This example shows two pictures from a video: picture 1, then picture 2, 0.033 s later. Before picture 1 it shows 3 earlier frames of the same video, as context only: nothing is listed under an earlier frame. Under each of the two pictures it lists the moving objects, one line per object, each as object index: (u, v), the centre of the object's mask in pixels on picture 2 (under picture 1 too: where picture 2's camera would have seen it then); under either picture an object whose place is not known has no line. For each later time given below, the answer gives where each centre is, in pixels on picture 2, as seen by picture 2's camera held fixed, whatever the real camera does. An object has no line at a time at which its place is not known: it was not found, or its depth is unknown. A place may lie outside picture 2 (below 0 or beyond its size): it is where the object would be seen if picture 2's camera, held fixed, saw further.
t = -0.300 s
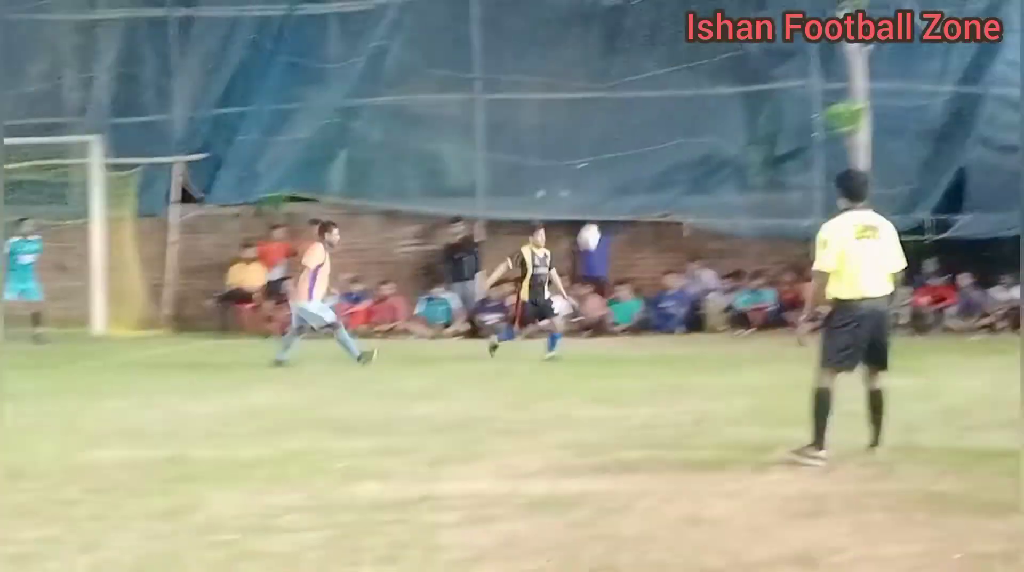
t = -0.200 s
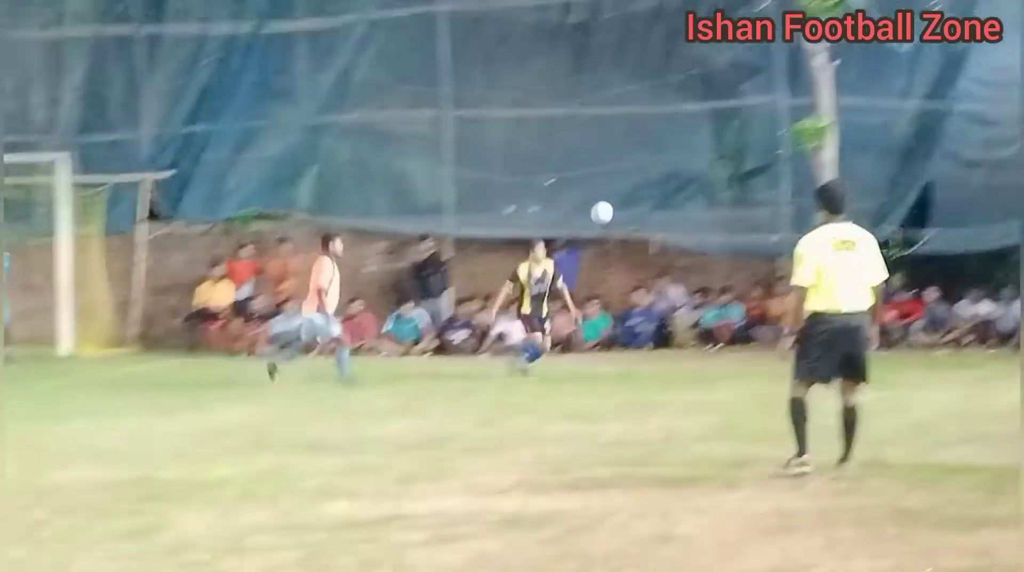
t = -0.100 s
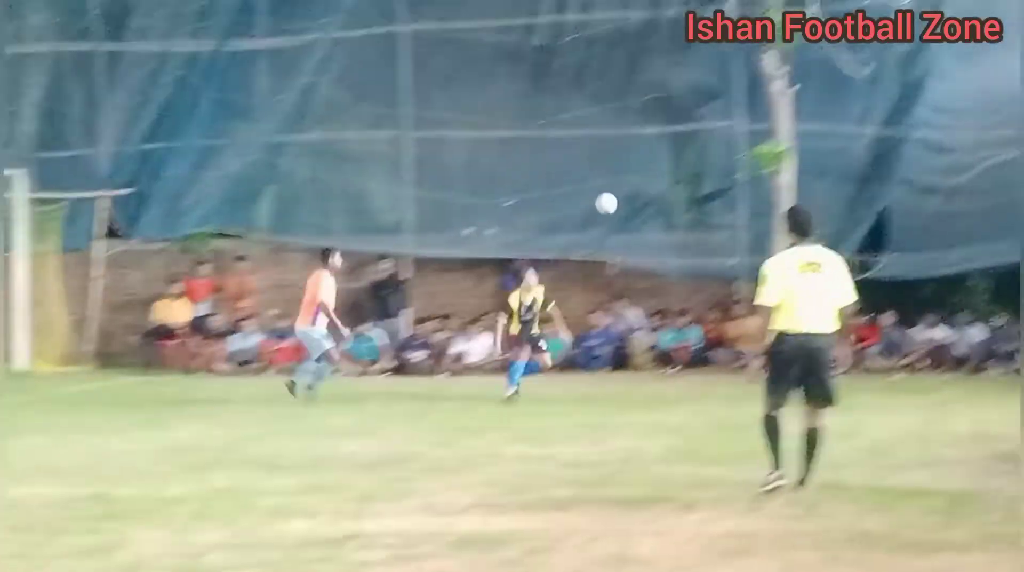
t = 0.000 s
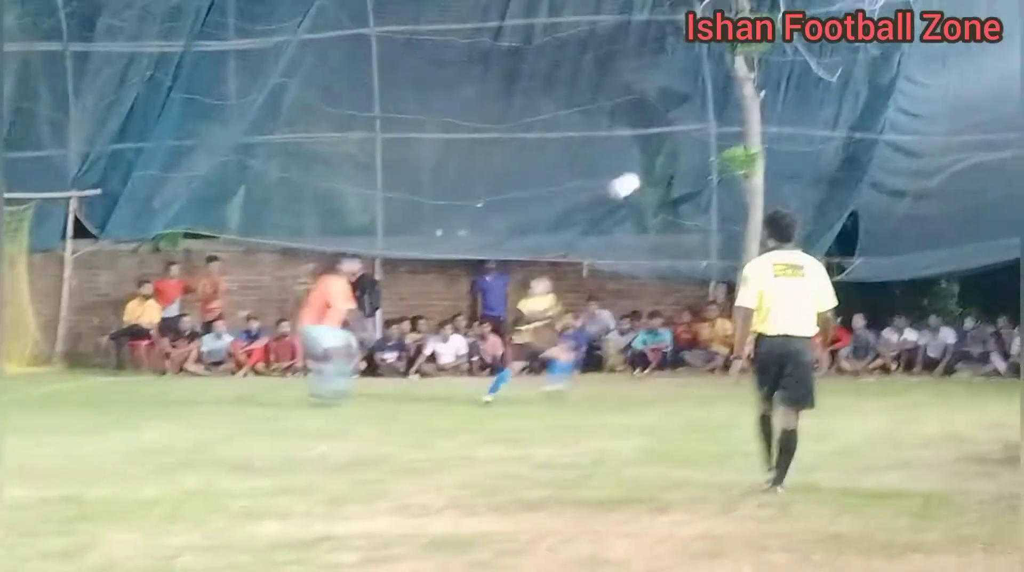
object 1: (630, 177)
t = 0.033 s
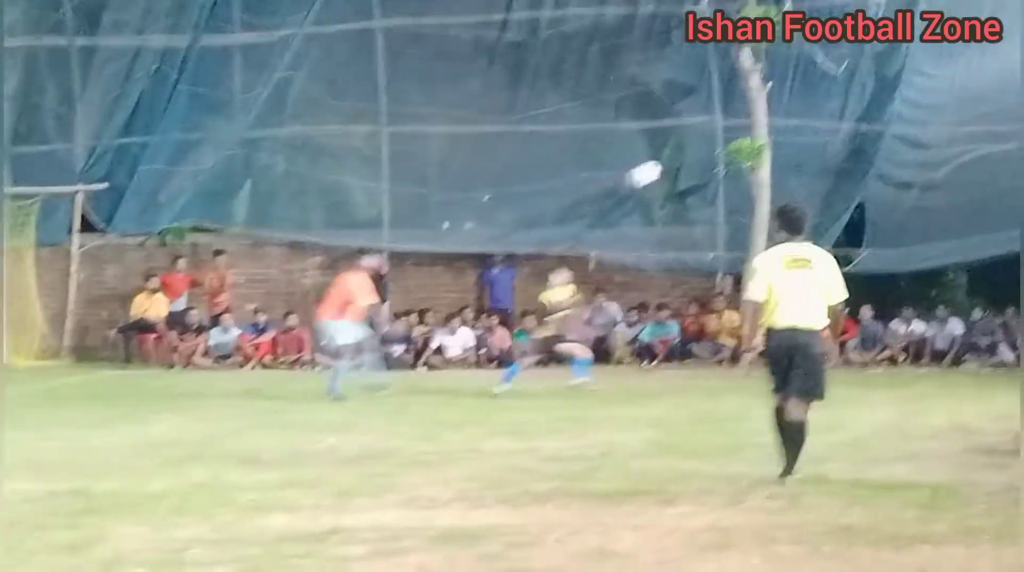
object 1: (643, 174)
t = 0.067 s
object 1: (659, 170)
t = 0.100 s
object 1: (673, 168)
